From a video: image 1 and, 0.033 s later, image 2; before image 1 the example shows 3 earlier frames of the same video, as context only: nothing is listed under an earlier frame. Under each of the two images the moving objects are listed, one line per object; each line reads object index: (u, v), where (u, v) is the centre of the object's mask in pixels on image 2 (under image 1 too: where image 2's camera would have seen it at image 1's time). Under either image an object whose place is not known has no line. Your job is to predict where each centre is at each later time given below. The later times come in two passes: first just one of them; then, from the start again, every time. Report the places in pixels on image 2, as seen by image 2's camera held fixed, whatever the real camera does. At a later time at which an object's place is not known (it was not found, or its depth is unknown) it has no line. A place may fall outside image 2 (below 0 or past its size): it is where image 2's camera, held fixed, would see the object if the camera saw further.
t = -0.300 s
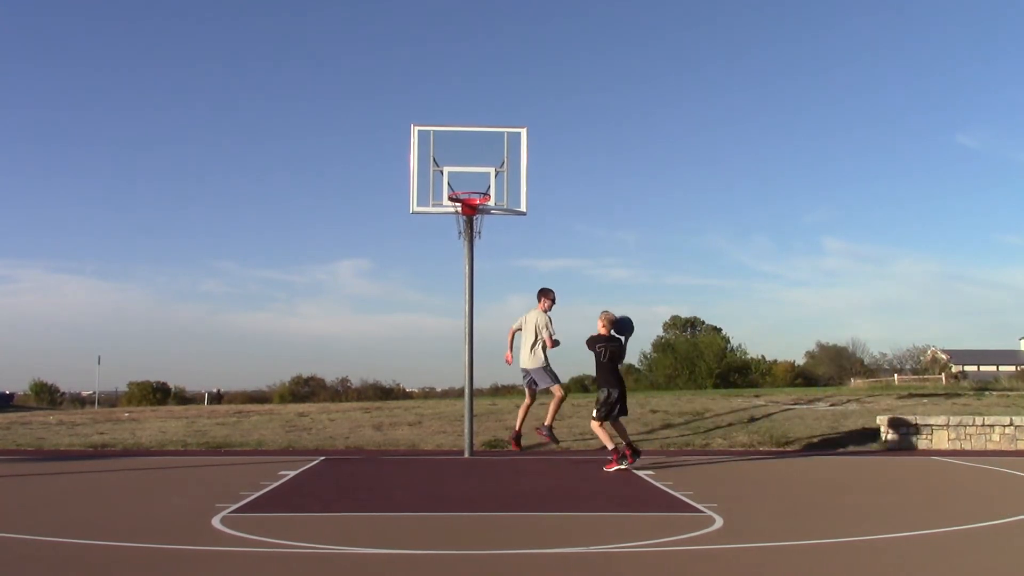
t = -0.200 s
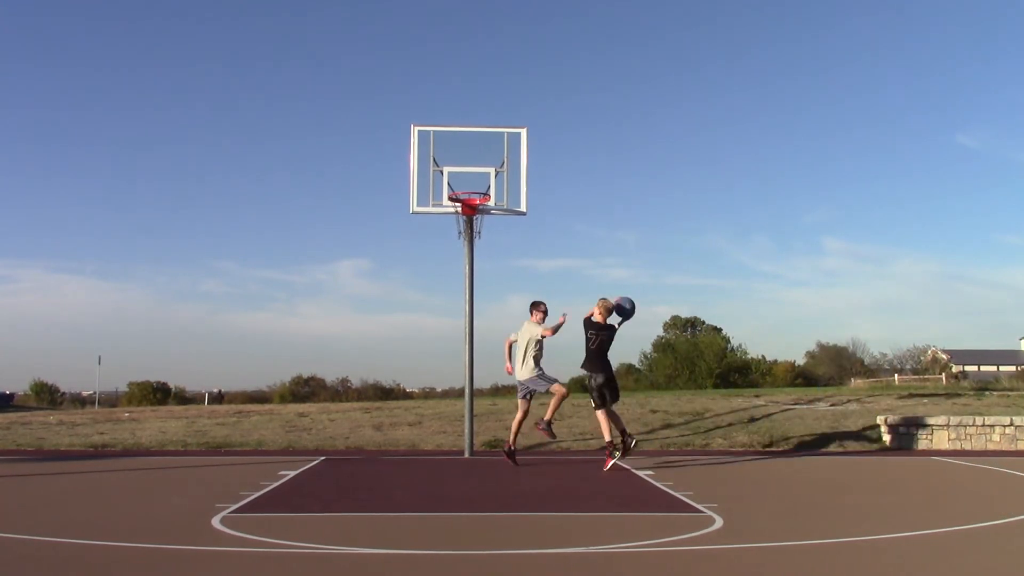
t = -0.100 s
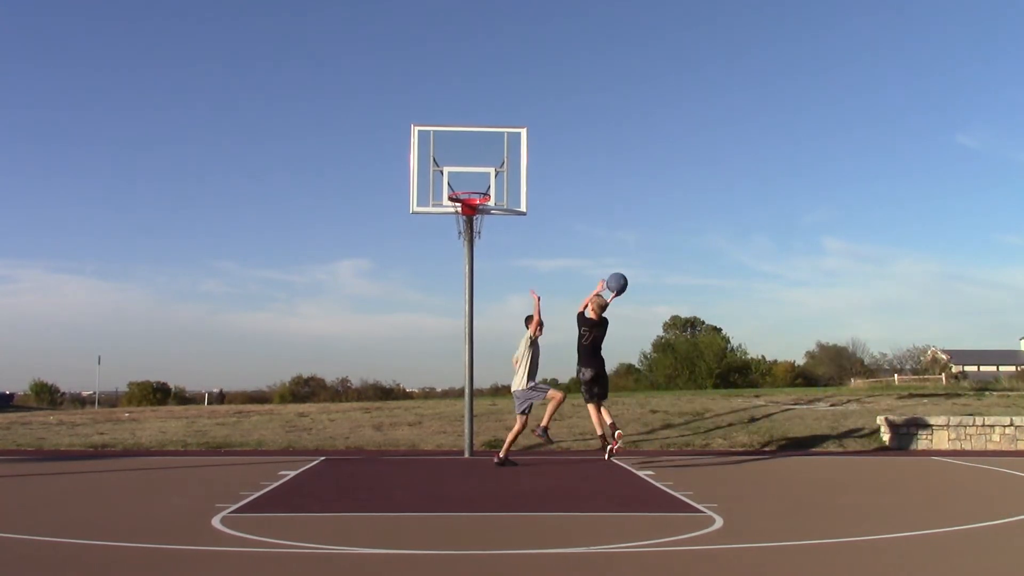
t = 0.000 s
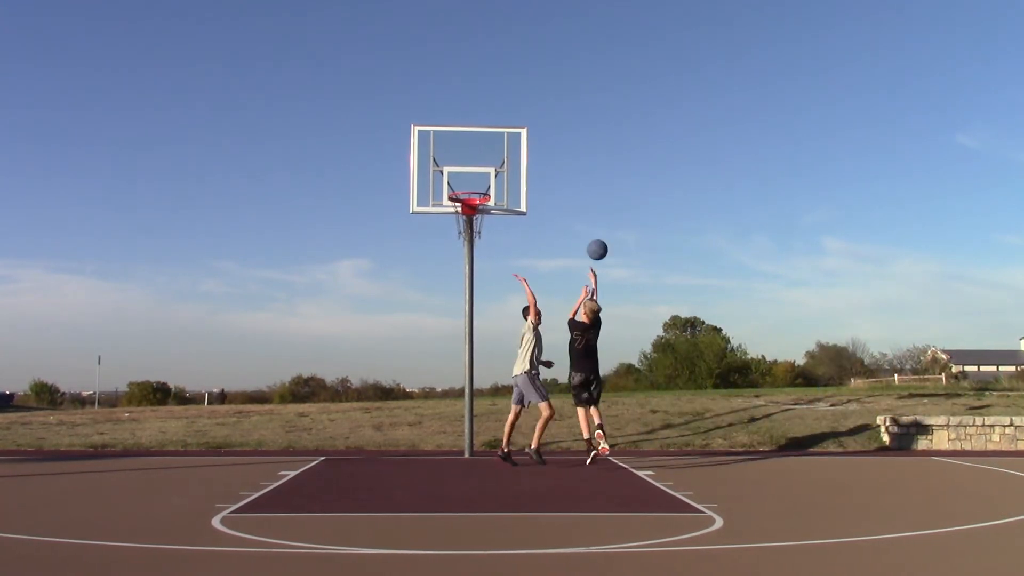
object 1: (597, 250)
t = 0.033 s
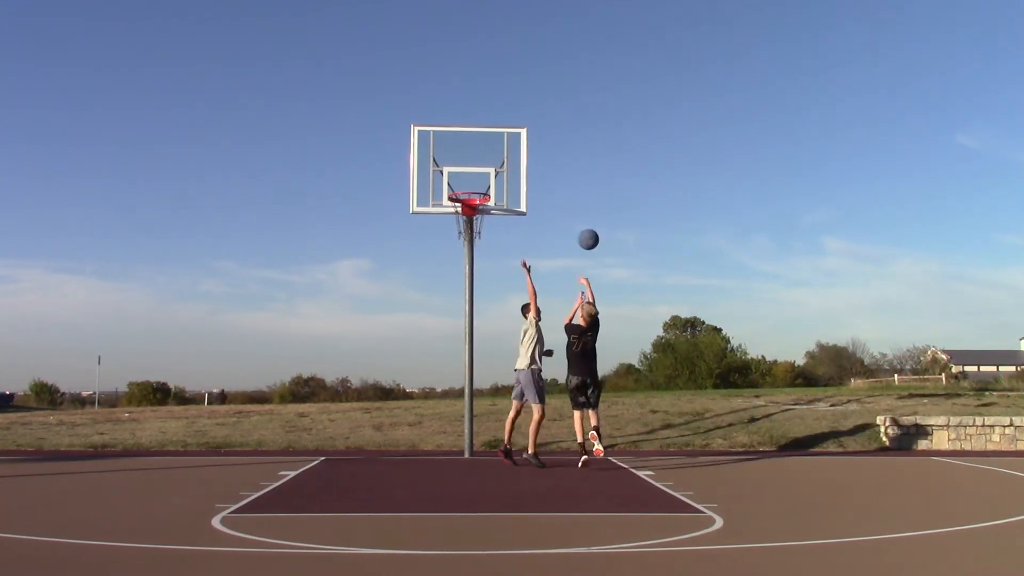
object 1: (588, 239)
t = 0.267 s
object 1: (529, 193)
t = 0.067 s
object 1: (580, 229)
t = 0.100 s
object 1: (571, 221)
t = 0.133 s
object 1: (562, 214)
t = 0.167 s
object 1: (554, 207)
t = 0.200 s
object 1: (546, 202)
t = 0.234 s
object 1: (538, 197)
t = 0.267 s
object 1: (529, 193)
